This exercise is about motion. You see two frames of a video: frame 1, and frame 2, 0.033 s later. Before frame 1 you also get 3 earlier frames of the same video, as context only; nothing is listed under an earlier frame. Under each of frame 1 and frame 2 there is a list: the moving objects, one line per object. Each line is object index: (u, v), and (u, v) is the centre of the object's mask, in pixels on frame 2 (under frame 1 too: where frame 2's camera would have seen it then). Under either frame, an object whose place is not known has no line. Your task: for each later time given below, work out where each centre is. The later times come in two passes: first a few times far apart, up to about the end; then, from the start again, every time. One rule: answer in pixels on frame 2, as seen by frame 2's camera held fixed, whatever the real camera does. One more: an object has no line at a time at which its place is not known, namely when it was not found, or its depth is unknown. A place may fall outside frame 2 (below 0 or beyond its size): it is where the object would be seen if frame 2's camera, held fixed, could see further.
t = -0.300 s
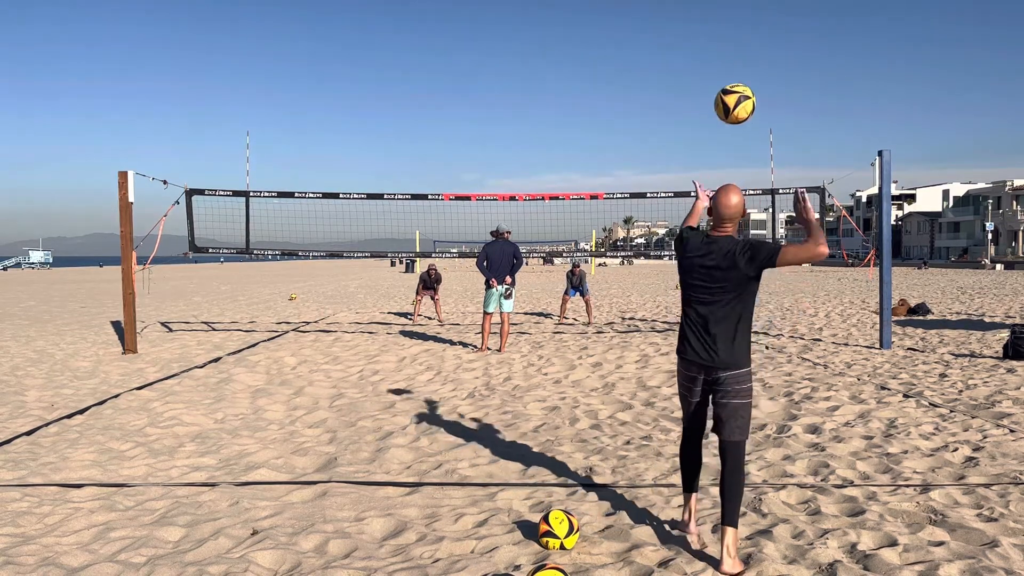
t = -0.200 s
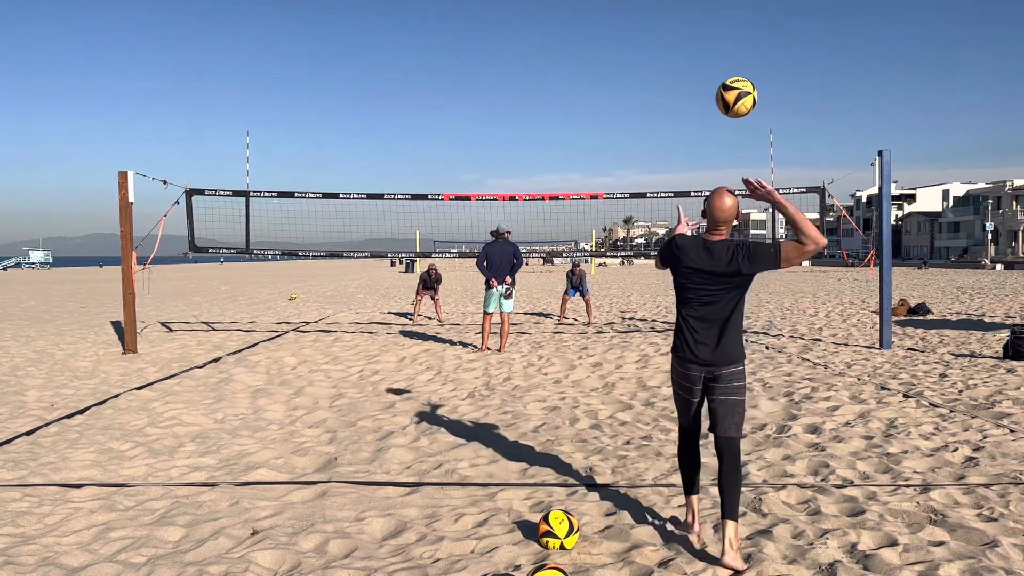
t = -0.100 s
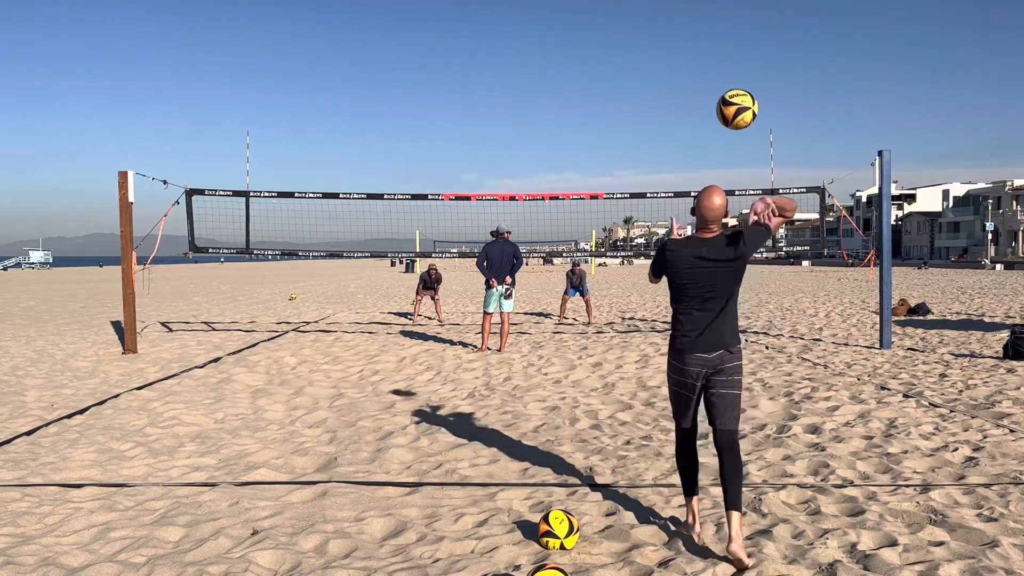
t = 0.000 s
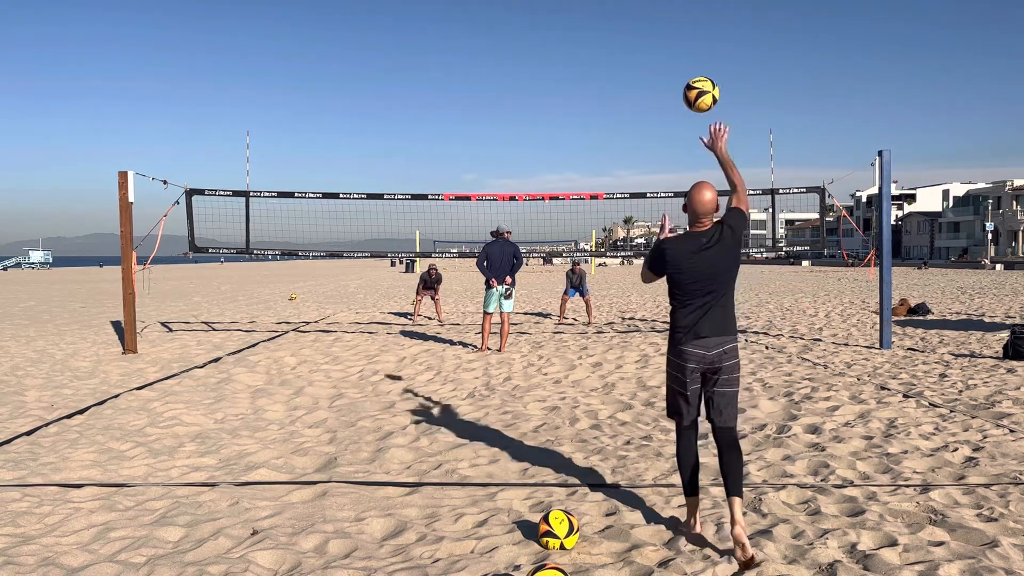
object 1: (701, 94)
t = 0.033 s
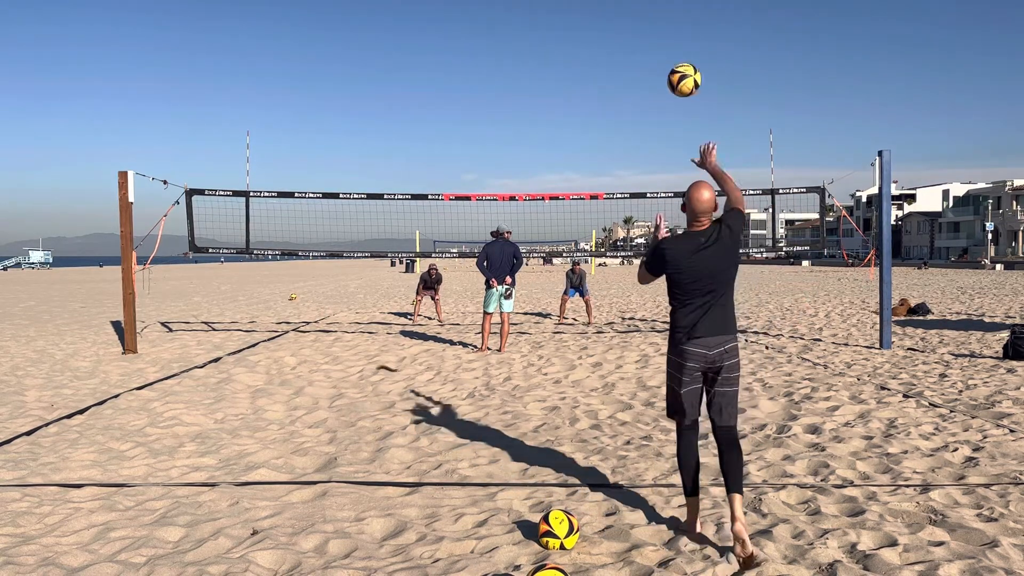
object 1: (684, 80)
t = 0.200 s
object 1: (624, 47)
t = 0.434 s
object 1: (580, 64)
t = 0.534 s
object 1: (568, 82)
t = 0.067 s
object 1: (669, 69)
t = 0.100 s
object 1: (656, 60)
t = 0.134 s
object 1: (644, 54)
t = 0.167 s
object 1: (634, 50)
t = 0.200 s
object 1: (624, 47)
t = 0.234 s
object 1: (616, 47)
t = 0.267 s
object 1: (608, 47)
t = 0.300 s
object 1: (601, 49)
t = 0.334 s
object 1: (595, 51)
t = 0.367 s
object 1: (589, 55)
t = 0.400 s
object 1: (584, 59)
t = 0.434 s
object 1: (580, 64)
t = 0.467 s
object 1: (575, 69)
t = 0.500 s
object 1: (571, 75)
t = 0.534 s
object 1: (568, 82)
